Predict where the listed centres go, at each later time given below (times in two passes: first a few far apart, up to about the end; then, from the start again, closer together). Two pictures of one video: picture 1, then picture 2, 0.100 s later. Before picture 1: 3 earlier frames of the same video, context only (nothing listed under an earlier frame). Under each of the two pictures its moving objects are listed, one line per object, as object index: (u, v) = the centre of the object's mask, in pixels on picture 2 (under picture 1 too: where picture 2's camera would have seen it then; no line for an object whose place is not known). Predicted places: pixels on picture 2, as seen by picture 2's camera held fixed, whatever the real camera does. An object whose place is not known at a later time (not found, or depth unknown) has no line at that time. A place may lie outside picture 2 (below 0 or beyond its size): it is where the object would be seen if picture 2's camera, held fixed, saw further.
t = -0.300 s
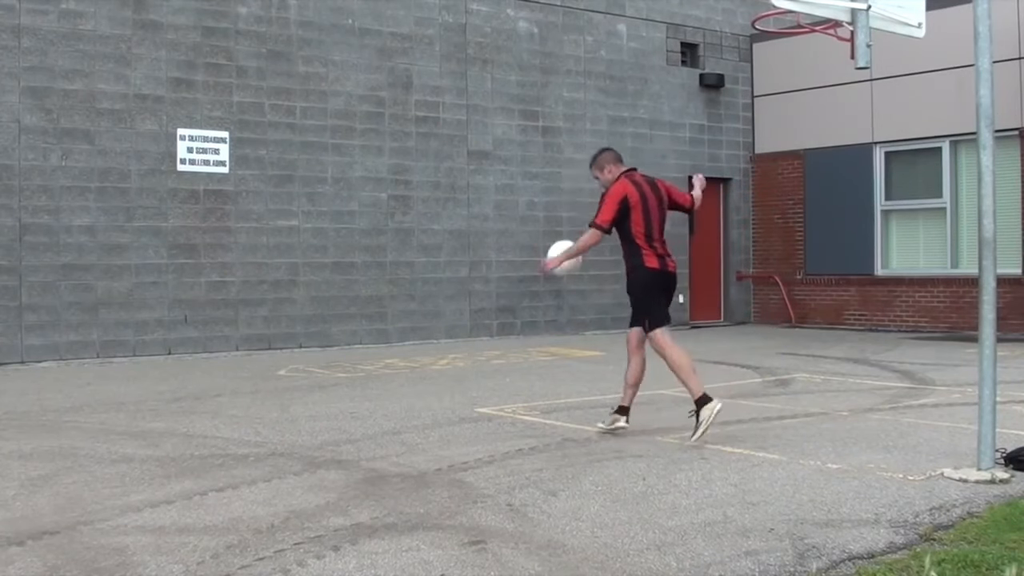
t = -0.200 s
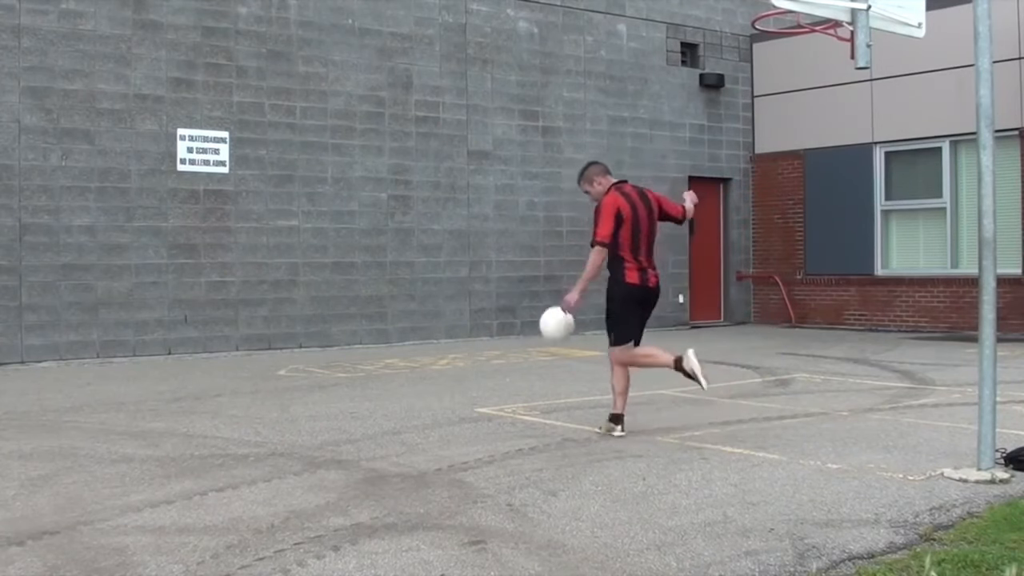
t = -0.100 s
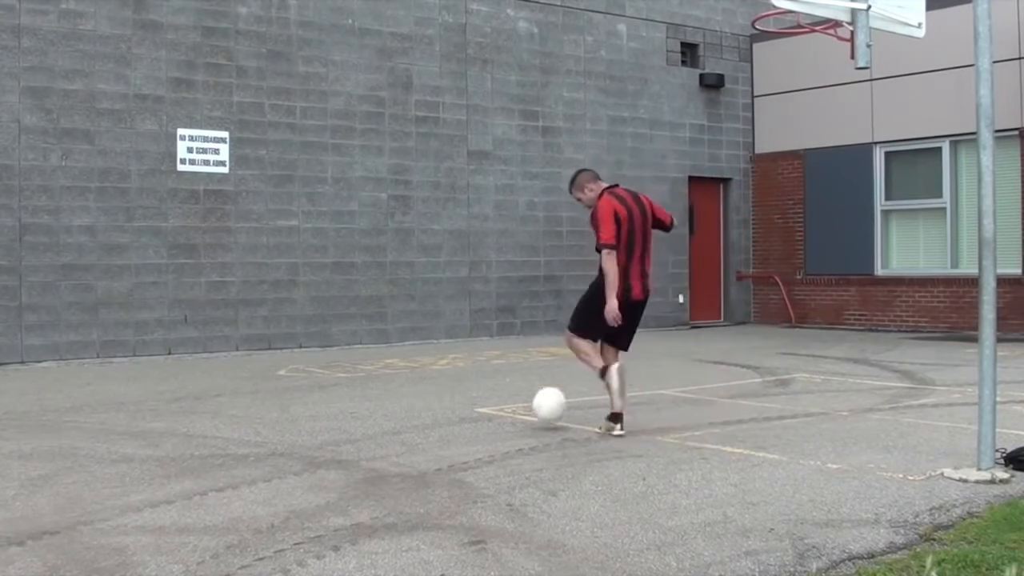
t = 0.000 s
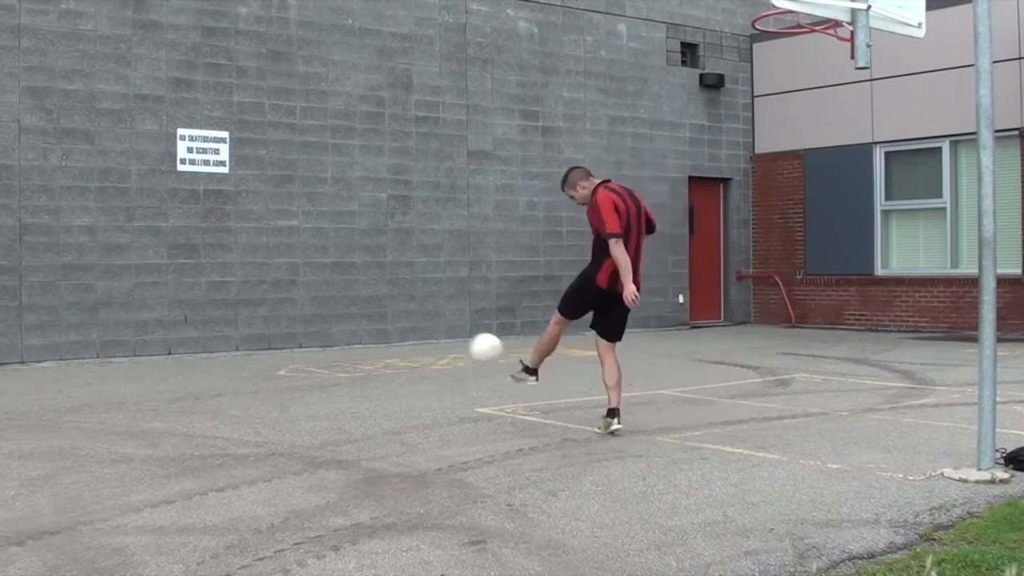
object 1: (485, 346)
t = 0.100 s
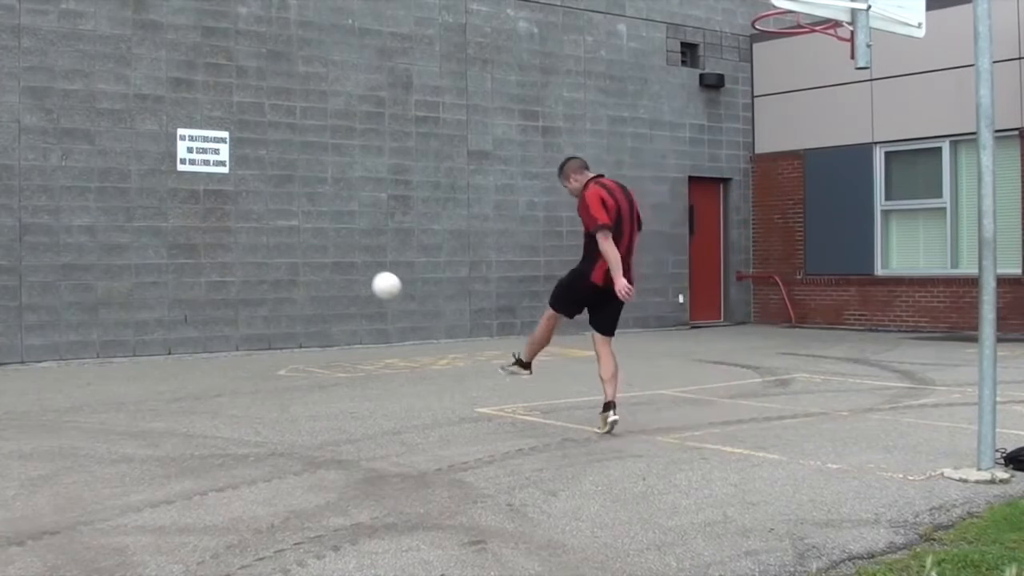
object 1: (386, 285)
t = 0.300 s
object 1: (252, 221)
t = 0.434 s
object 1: (239, 211)
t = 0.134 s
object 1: (359, 269)
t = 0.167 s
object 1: (334, 256)
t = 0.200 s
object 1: (311, 245)
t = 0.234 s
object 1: (290, 237)
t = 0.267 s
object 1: (270, 228)
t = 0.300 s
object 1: (252, 221)
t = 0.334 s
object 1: (235, 216)
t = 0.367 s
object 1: (220, 212)
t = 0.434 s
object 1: (239, 211)
